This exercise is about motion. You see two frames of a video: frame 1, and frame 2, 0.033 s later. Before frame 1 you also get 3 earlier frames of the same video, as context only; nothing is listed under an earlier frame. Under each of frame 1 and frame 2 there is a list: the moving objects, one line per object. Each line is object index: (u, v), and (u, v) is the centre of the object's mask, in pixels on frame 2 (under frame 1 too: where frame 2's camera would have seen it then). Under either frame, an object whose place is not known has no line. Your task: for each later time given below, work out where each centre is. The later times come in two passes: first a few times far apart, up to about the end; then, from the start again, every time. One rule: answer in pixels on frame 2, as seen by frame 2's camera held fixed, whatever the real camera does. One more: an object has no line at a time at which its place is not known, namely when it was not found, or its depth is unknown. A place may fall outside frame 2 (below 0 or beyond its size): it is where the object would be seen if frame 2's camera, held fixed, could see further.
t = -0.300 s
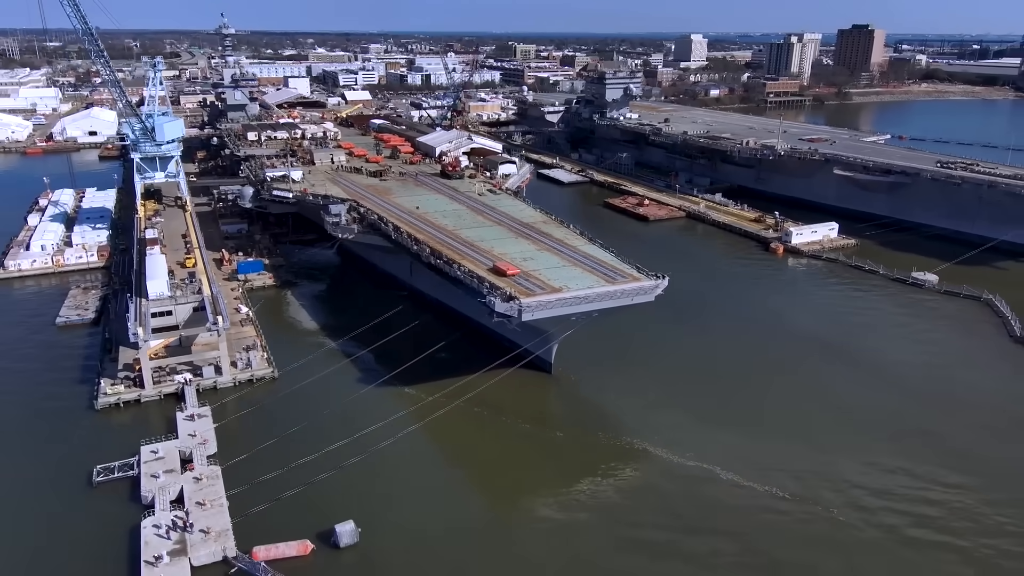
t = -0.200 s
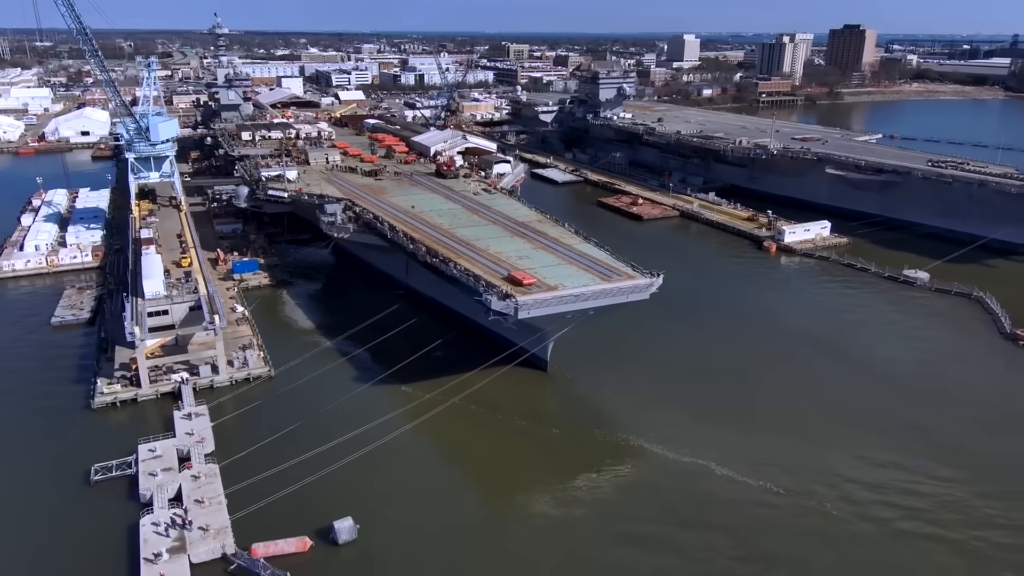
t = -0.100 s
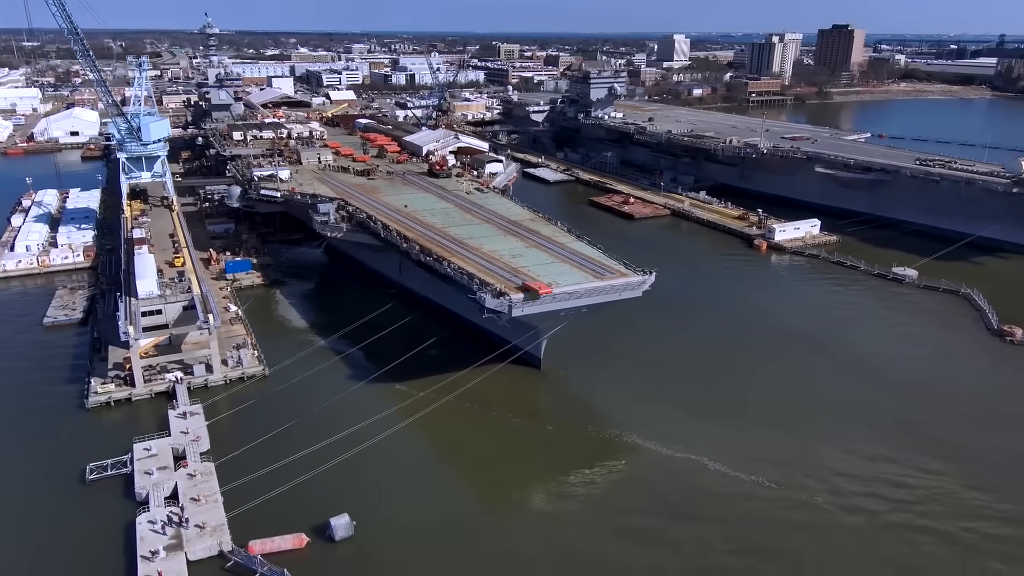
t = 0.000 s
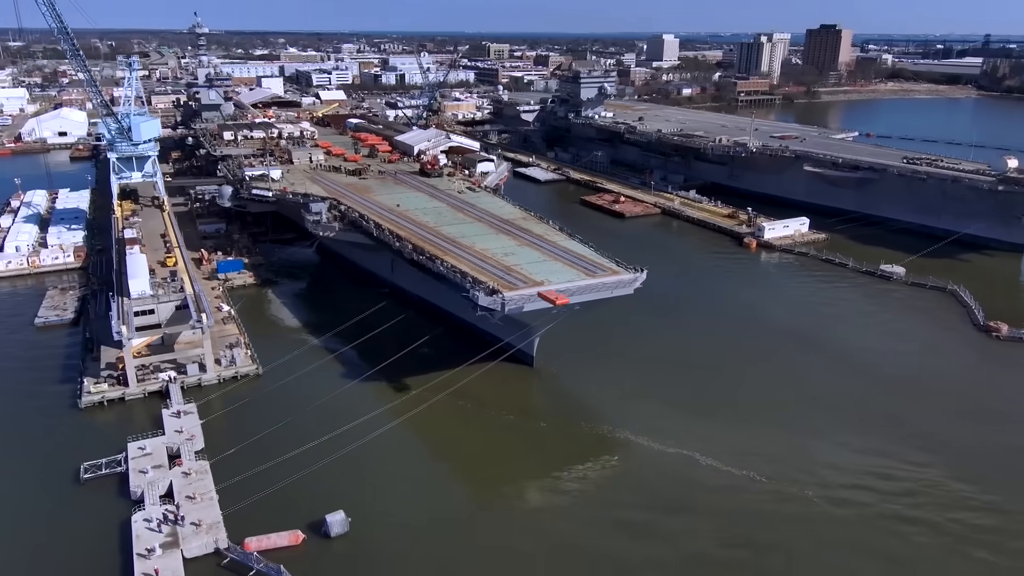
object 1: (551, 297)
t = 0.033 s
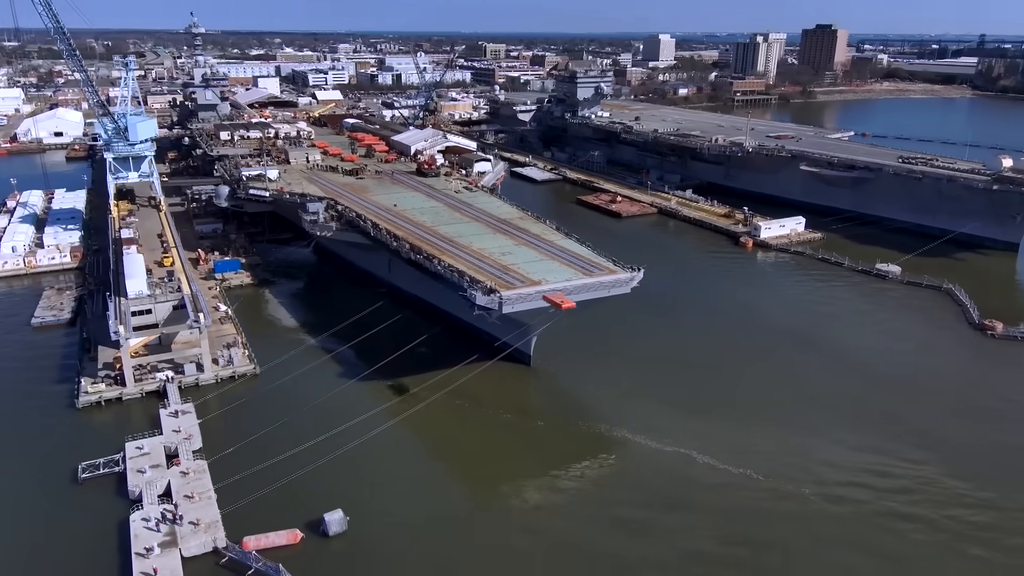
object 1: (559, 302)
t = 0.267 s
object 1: (627, 338)
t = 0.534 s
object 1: (725, 394)
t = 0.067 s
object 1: (568, 306)
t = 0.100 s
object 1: (578, 311)
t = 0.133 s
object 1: (587, 316)
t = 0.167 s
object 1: (596, 321)
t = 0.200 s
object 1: (606, 326)
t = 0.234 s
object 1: (616, 332)
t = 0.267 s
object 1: (627, 338)
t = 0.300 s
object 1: (638, 343)
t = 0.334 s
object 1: (649, 350)
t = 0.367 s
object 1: (661, 356)
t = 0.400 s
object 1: (673, 363)
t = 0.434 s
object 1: (685, 370)
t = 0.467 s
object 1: (698, 377)
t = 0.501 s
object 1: (711, 385)
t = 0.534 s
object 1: (725, 394)
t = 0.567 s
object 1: (739, 403)
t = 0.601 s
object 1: (754, 412)
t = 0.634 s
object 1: (769, 421)
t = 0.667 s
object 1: (785, 432)
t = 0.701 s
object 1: (802, 442)
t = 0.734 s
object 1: (820, 455)
